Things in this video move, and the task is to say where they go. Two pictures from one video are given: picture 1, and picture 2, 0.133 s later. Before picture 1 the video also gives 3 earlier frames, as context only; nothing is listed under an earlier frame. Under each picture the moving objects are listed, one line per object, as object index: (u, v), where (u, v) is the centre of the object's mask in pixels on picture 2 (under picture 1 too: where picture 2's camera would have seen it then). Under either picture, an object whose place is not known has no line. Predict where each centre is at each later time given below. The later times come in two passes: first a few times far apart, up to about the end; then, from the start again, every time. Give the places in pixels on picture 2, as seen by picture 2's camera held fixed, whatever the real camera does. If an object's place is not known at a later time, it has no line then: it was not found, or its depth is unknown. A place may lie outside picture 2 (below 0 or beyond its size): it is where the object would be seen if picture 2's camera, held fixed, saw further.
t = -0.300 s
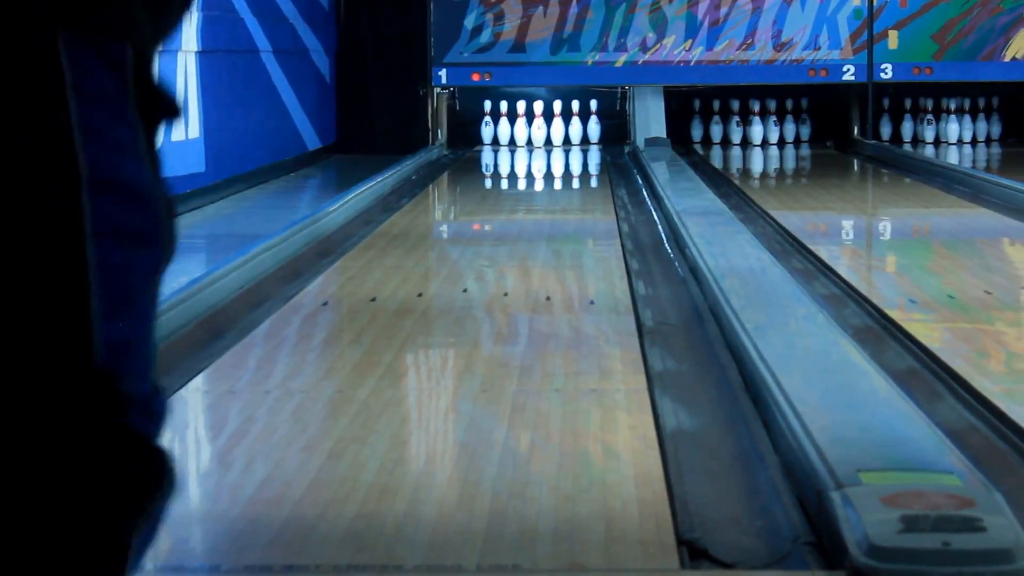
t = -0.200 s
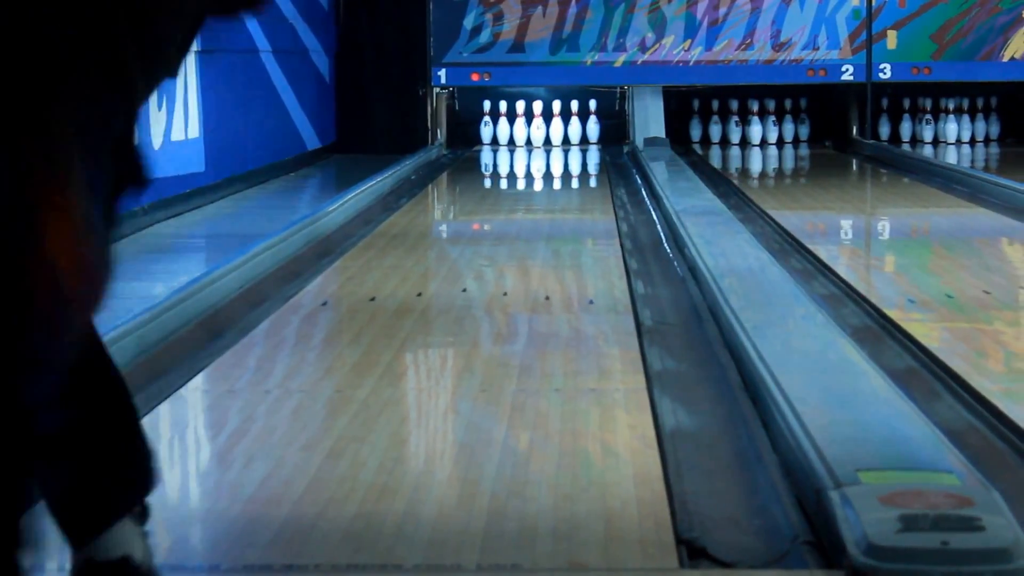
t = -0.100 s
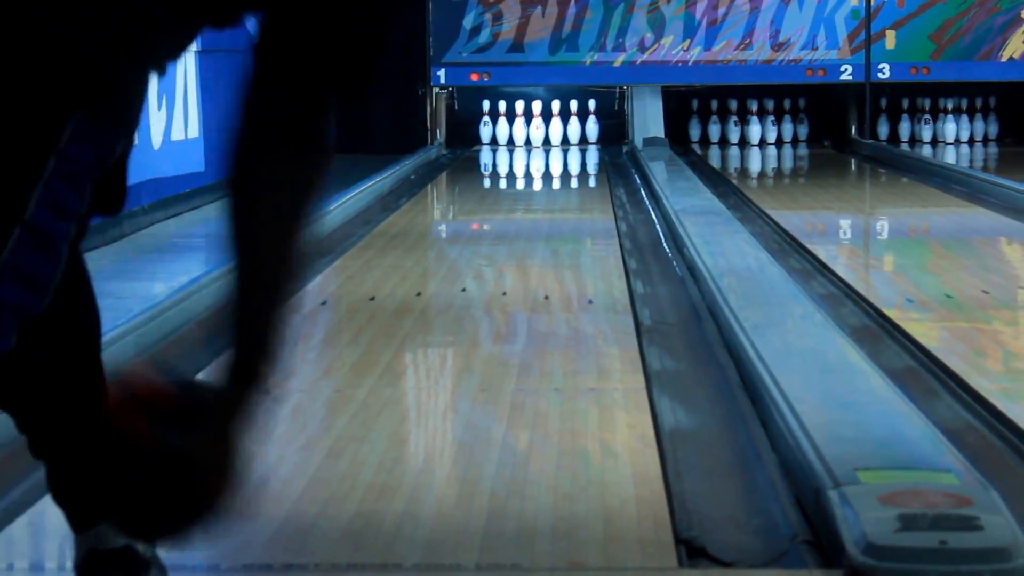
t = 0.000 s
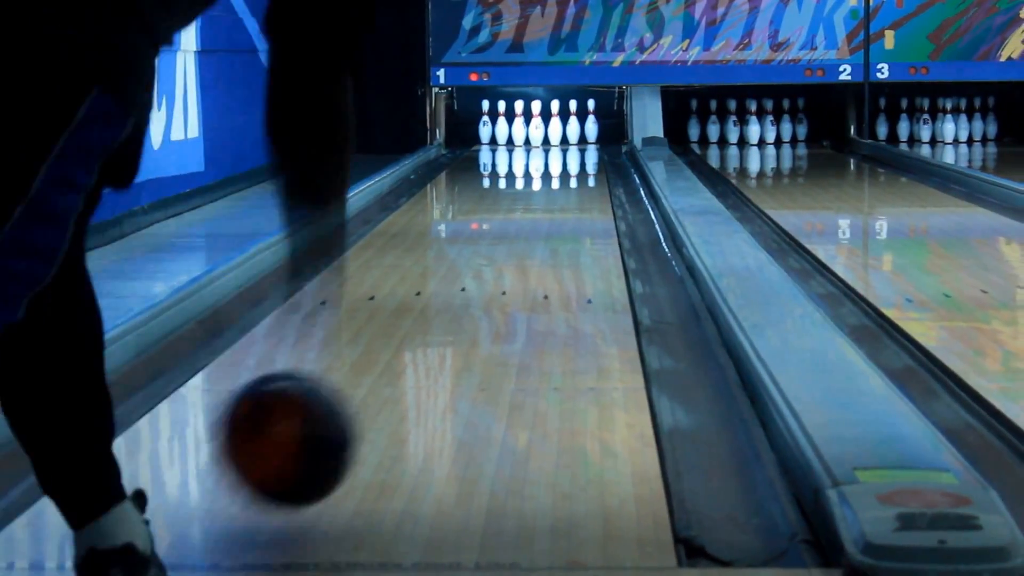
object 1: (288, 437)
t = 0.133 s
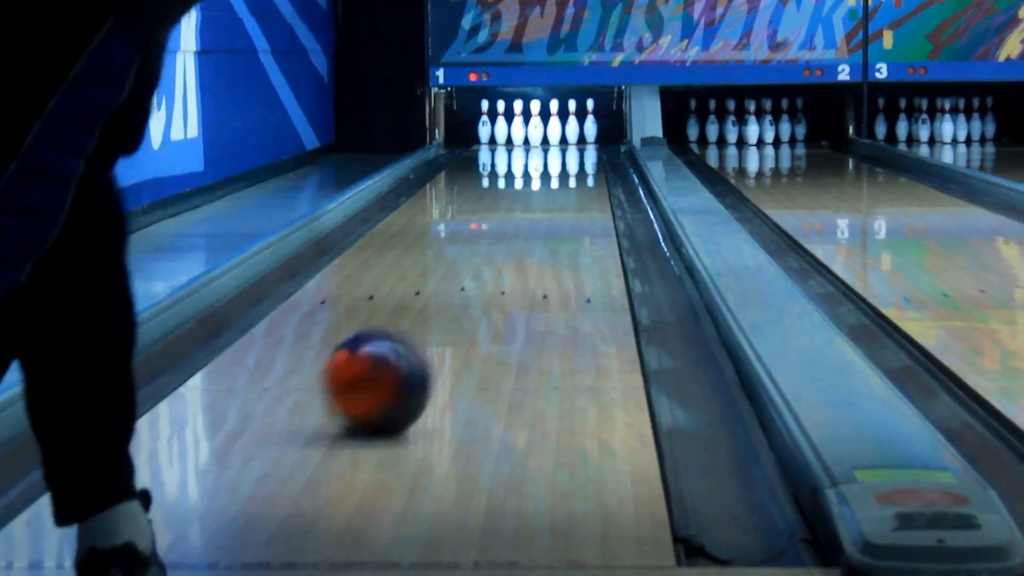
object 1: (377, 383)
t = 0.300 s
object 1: (449, 315)
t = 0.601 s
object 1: (519, 244)
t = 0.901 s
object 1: (557, 204)
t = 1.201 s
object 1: (575, 178)
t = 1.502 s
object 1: (581, 160)
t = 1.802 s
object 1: (575, 148)
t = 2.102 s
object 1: (555, 140)
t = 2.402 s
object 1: (535, 133)
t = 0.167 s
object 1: (395, 365)
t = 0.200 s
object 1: (410, 351)
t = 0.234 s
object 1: (424, 338)
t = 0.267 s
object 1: (437, 327)
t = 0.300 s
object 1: (449, 315)
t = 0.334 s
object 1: (459, 305)
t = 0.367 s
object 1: (469, 295)
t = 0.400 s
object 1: (478, 286)
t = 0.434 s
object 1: (486, 278)
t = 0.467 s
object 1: (494, 270)
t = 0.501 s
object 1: (501, 263)
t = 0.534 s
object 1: (508, 256)
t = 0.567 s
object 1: (514, 250)
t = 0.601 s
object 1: (519, 244)
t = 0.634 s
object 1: (525, 238)
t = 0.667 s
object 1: (530, 233)
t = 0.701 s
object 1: (534, 228)
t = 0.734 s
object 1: (539, 223)
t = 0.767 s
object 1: (543, 219)
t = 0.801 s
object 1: (547, 215)
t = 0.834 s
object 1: (550, 211)
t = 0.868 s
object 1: (553, 208)
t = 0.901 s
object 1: (557, 204)
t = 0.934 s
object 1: (560, 201)
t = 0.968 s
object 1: (562, 197)
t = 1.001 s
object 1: (564, 194)
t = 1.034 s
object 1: (567, 191)
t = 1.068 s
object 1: (569, 188)
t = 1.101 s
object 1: (571, 186)
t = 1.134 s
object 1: (572, 183)
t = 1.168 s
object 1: (574, 181)
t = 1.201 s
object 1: (575, 178)
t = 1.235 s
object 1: (577, 176)
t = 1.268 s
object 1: (577, 174)
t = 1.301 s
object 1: (578, 171)
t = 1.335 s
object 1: (579, 169)
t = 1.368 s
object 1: (580, 167)
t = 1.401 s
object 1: (579, 165)
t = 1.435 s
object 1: (580, 163)
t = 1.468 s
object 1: (580, 162)
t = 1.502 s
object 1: (581, 160)
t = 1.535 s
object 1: (581, 159)
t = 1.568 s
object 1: (580, 157)
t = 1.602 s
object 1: (581, 156)
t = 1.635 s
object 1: (580, 154)
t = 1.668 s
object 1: (579, 153)
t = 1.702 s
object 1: (578, 152)
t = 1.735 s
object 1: (577, 151)
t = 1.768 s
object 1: (577, 149)
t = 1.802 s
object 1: (575, 148)
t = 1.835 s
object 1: (573, 147)
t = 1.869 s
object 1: (572, 146)
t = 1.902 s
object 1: (570, 145)
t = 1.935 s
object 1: (568, 144)
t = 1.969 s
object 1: (565, 143)
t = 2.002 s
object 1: (563, 142)
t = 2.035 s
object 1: (561, 141)
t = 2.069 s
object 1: (558, 140)
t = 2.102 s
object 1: (555, 140)
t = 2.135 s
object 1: (552, 138)
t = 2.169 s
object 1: (550, 137)
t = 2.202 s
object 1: (547, 137)
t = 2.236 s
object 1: (544, 136)
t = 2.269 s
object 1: (541, 135)
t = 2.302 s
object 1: (540, 135)
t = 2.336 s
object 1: (539, 134)
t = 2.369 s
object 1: (538, 134)
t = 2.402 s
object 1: (535, 133)
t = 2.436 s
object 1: (532, 133)
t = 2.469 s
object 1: (528, 132)
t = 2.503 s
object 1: (526, 132)
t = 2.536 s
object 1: (524, 127)
